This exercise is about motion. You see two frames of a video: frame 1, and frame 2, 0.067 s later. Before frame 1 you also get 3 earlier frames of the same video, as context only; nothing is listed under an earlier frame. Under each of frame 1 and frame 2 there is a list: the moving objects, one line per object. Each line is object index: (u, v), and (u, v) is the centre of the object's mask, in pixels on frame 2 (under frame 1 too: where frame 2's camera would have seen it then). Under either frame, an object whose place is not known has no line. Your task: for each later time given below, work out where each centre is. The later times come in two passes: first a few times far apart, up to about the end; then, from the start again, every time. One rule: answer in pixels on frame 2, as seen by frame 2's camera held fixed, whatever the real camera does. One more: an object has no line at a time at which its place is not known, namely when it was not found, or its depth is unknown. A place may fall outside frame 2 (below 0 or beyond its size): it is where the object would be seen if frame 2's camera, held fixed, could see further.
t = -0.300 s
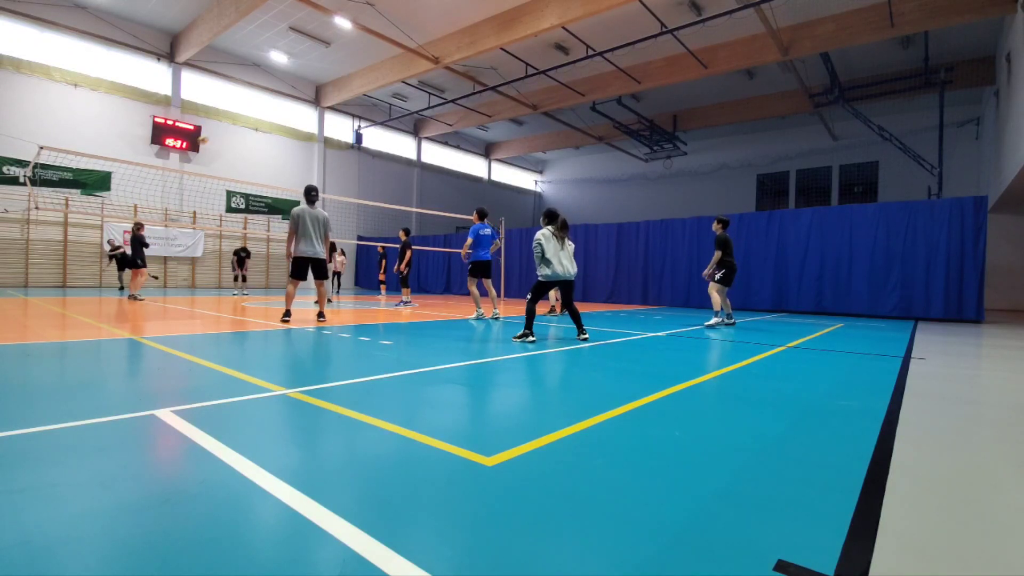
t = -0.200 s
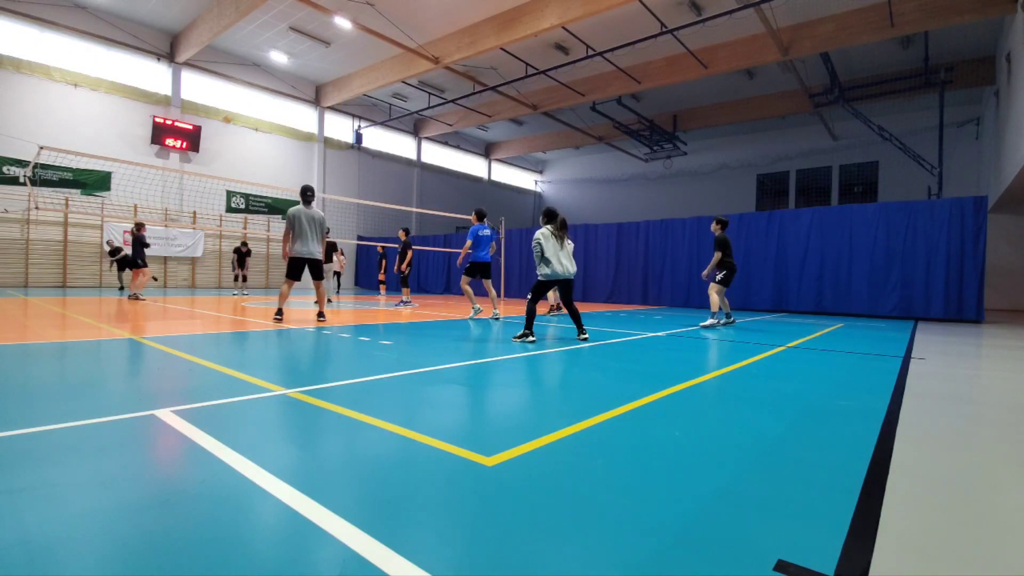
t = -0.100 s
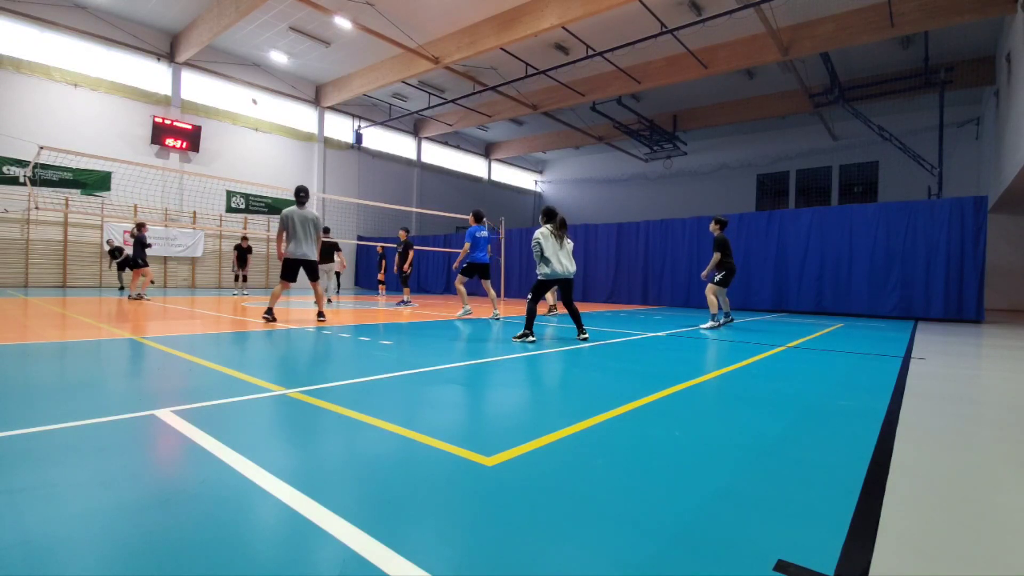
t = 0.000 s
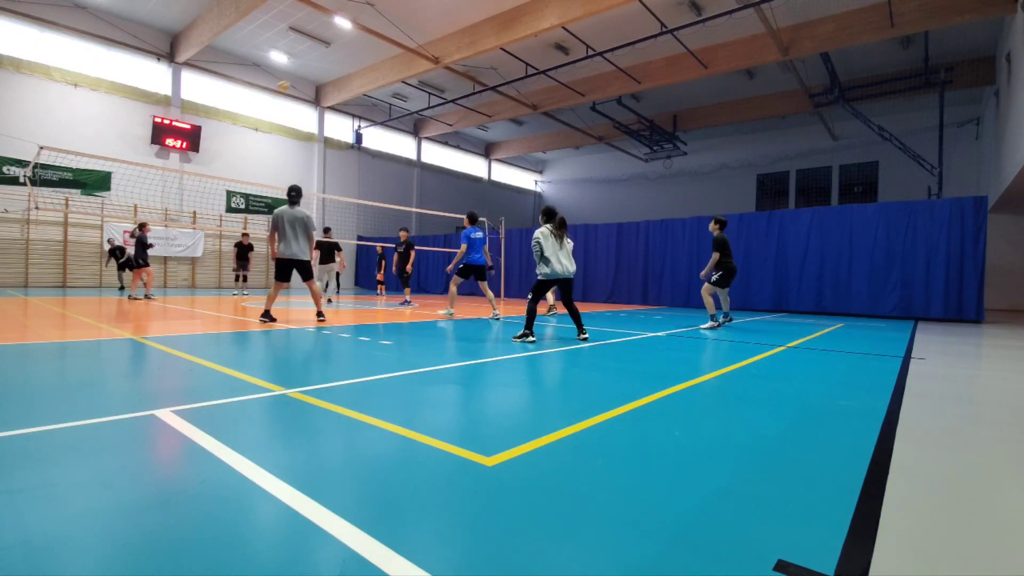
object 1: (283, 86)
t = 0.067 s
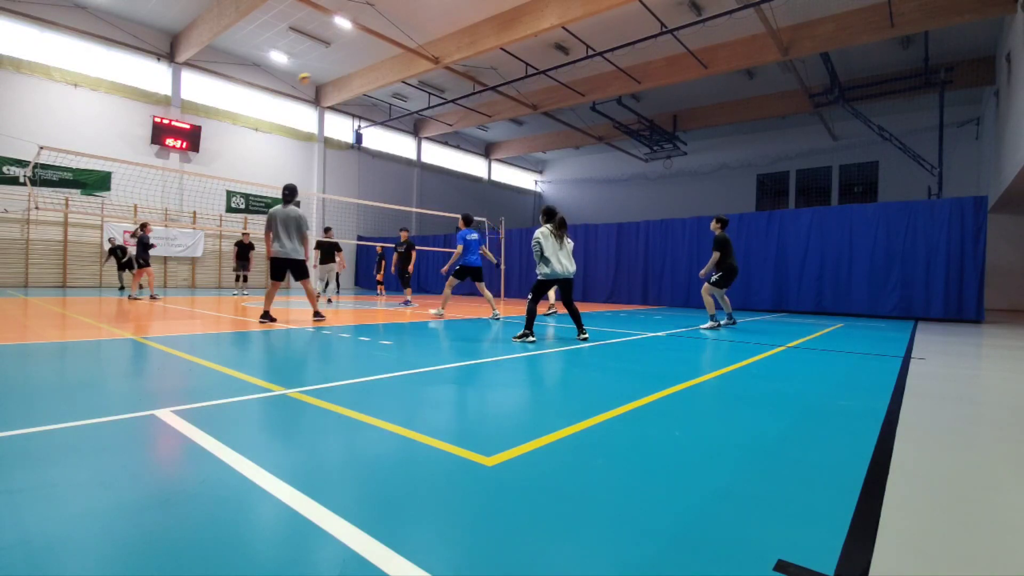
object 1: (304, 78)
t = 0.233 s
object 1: (361, 66)
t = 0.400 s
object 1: (426, 66)
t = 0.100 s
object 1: (315, 75)
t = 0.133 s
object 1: (326, 72)
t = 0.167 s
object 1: (337, 69)
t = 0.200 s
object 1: (349, 67)
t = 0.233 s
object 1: (361, 66)
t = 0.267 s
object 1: (372, 65)
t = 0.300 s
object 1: (385, 64)
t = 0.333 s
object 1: (398, 64)
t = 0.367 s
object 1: (411, 65)
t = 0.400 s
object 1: (426, 66)
